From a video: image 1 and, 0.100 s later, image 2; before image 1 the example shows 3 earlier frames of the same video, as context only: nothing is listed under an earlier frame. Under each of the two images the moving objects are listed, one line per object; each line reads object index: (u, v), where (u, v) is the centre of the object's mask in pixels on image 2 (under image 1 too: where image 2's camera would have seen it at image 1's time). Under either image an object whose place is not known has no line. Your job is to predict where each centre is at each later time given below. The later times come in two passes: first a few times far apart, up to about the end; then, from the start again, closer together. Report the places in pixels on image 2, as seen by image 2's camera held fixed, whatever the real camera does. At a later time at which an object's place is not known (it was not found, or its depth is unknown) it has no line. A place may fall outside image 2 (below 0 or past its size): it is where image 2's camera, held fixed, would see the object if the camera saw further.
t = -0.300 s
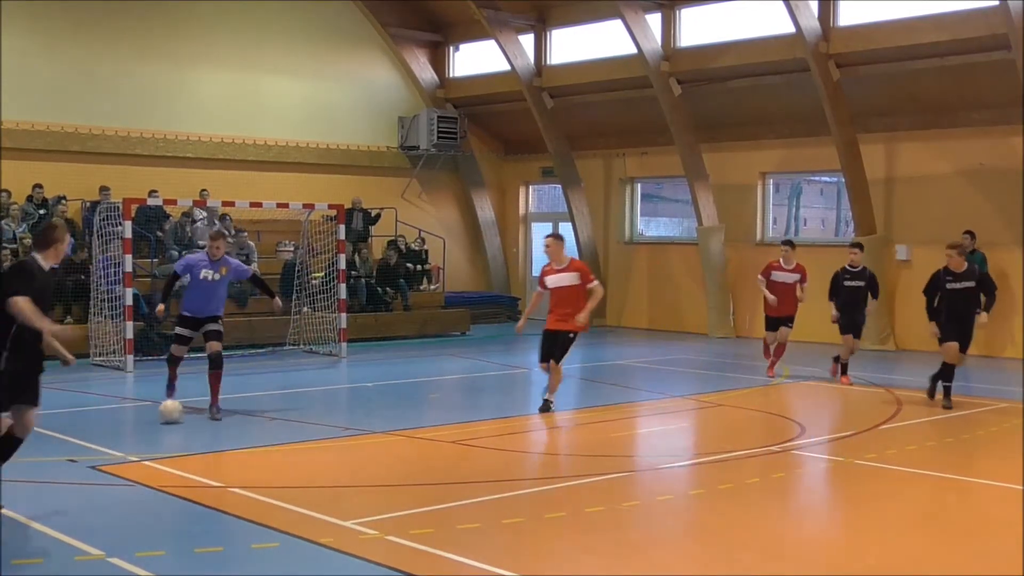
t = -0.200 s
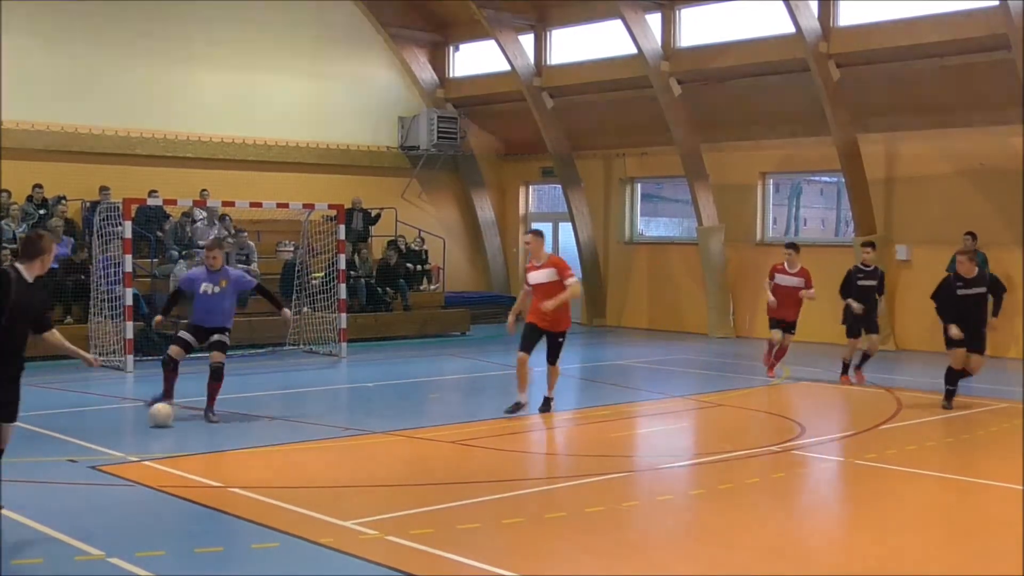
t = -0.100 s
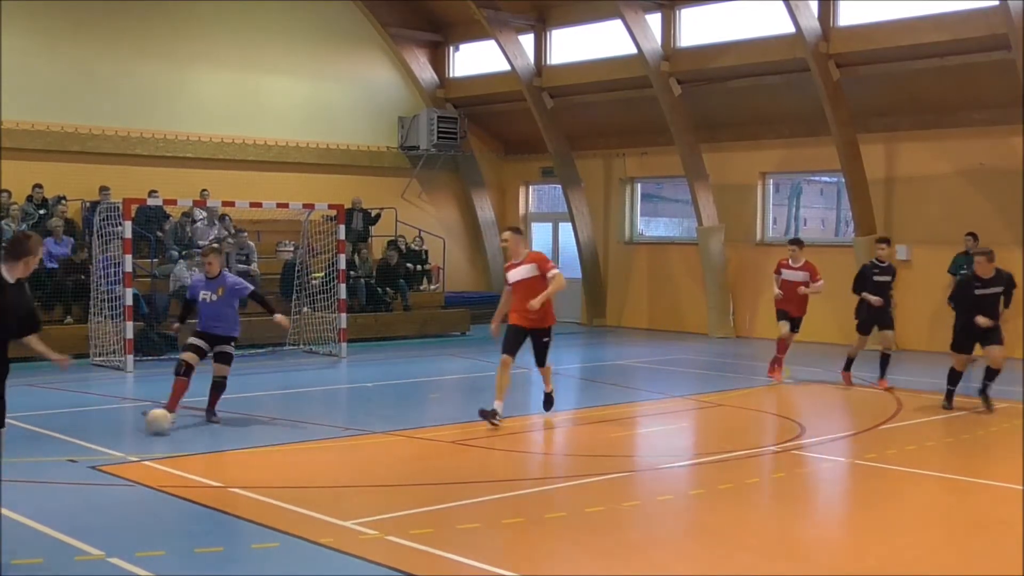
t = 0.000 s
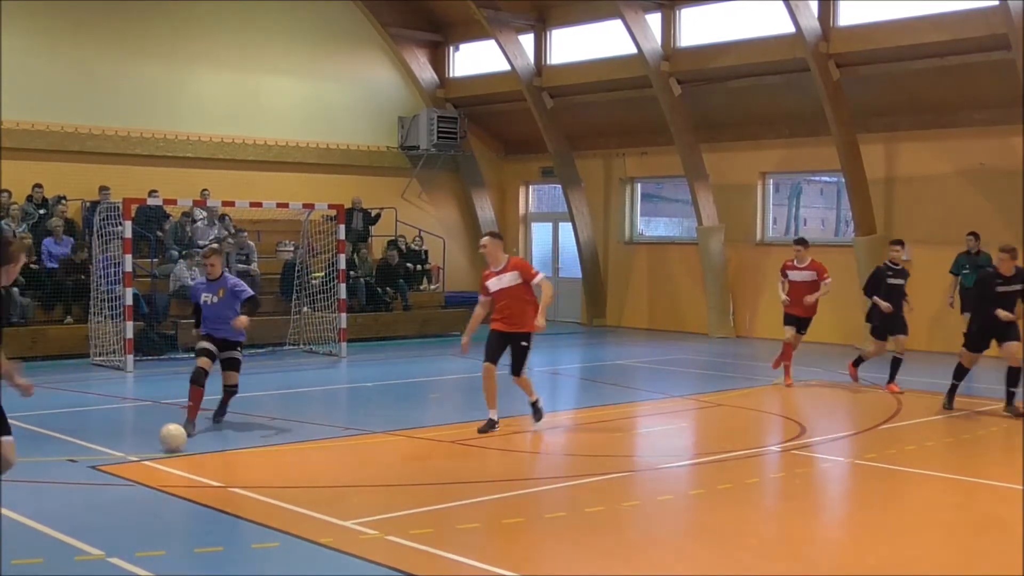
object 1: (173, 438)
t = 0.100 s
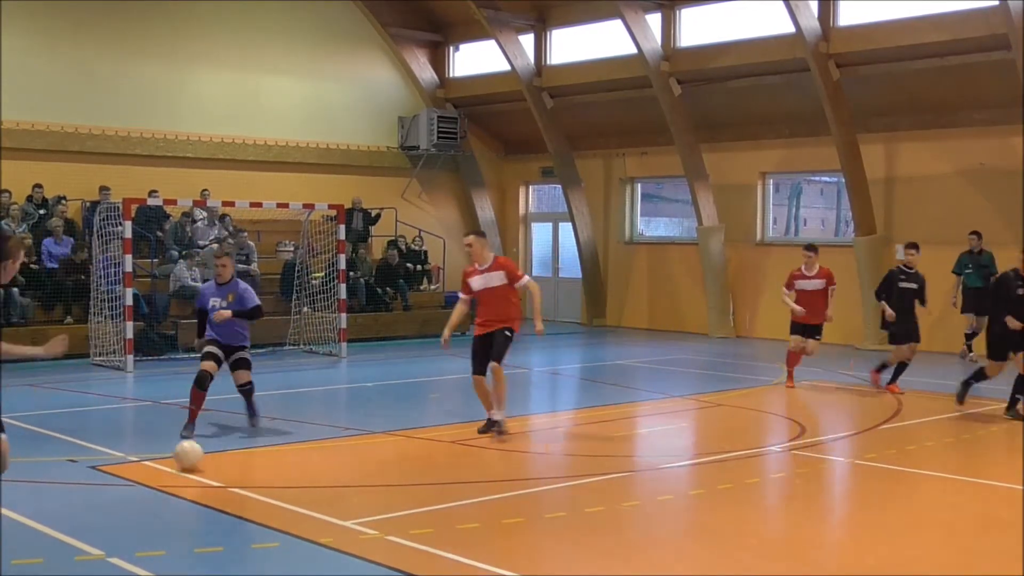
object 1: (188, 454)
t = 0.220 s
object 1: (209, 478)
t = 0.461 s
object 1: (257, 533)
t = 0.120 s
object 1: (191, 459)
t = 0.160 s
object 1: (198, 466)
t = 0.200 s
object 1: (205, 474)
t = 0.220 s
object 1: (209, 478)
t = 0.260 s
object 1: (216, 487)
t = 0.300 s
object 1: (224, 496)
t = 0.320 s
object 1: (228, 500)
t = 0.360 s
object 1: (236, 509)
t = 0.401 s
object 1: (245, 518)
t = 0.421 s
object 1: (249, 522)
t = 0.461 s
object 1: (257, 533)
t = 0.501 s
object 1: (266, 542)
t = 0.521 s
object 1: (270, 548)
